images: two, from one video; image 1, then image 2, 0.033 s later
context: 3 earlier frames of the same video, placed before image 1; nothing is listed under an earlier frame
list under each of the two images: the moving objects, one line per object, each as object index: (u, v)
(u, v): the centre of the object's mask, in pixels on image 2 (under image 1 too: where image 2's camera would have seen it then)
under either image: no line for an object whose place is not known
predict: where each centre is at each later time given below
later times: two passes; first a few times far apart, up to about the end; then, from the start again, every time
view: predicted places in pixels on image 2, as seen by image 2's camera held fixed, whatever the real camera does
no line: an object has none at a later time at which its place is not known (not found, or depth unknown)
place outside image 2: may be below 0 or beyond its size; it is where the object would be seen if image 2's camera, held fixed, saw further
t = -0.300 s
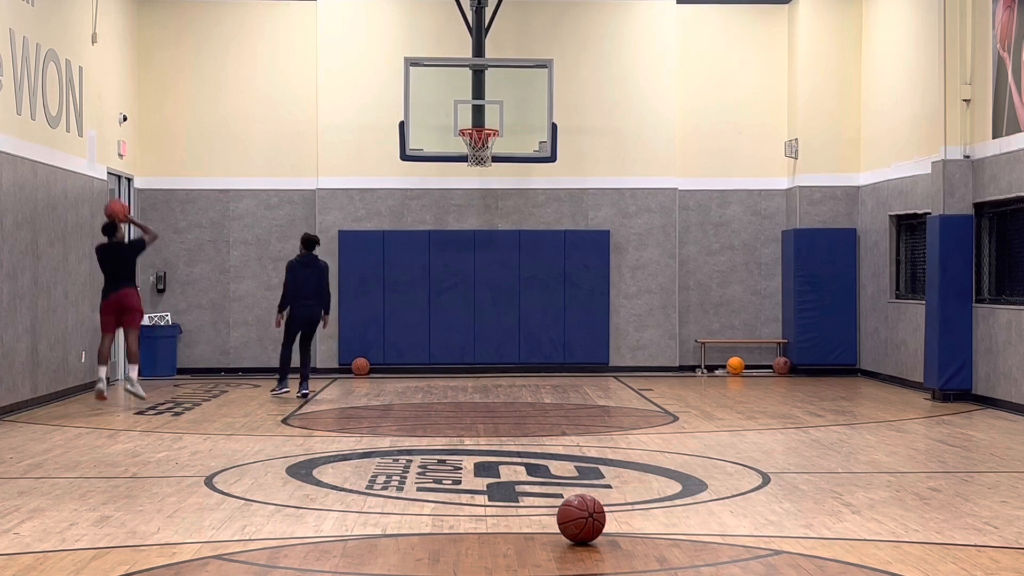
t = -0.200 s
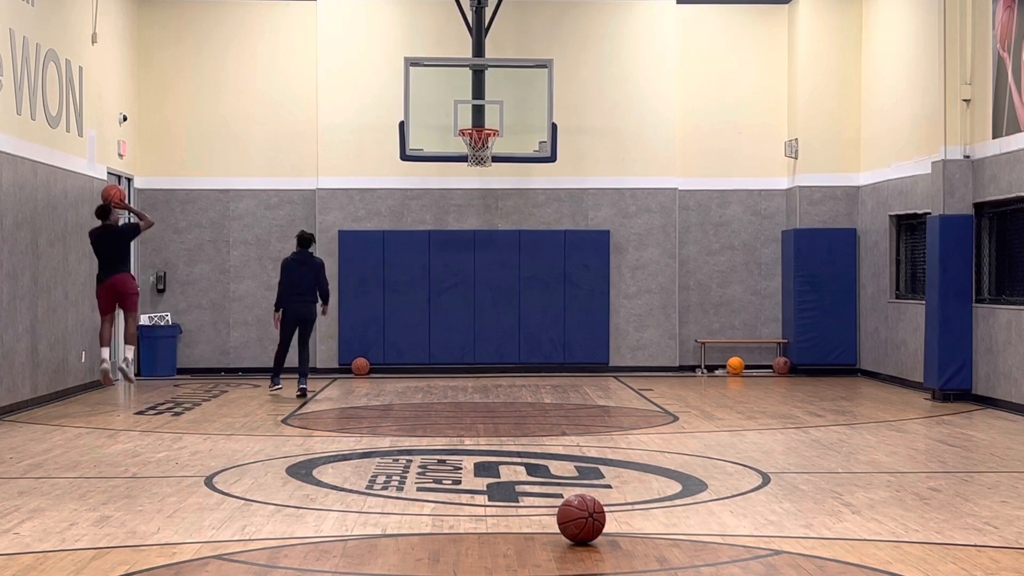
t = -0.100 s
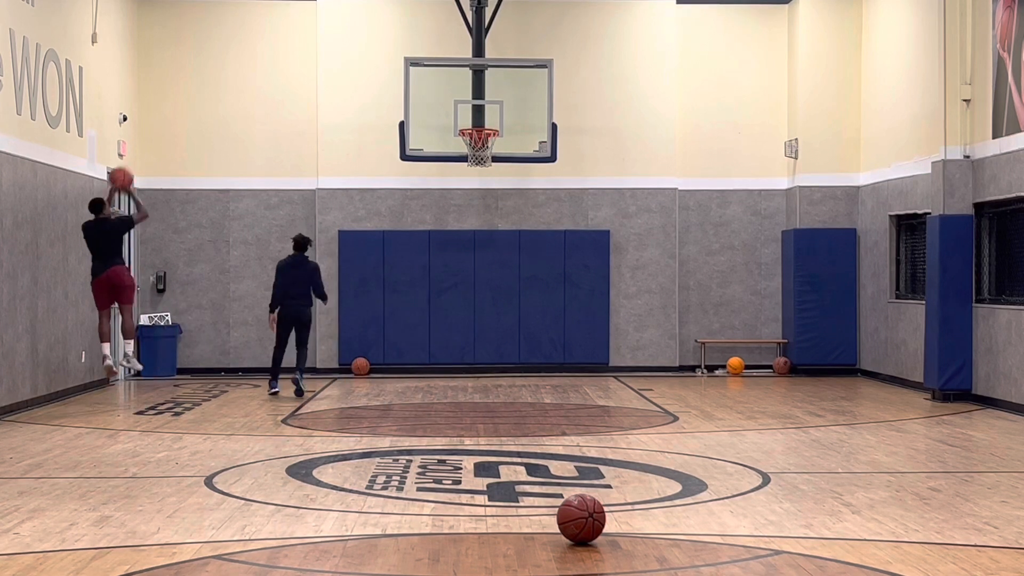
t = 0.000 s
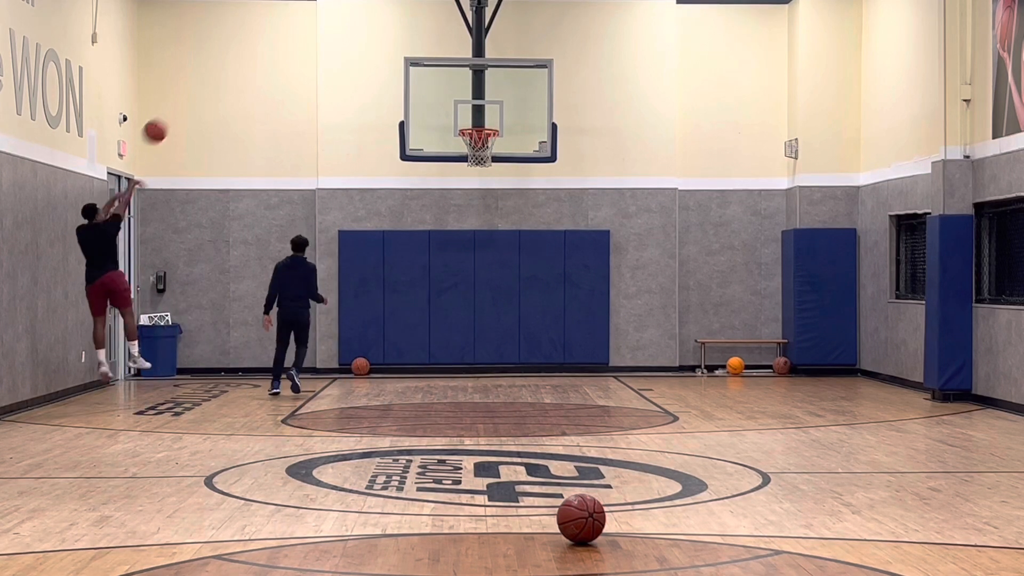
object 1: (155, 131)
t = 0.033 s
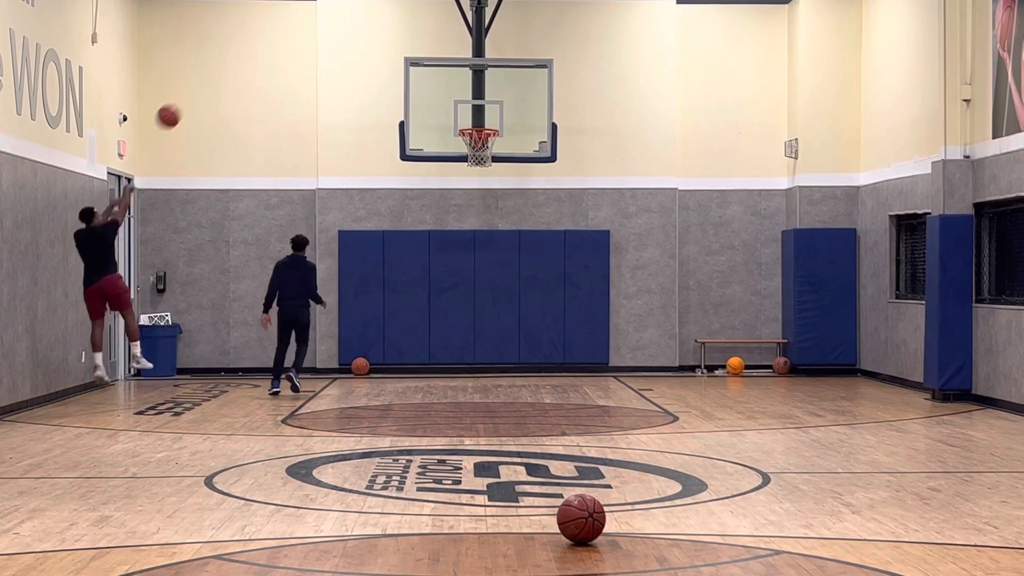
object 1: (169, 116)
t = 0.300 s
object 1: (270, 40)
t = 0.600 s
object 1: (372, 35)
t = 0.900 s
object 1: (463, 103)
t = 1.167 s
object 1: (509, 125)
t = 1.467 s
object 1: (536, 160)
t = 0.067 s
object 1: (182, 102)
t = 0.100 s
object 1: (195, 90)
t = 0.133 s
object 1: (208, 79)
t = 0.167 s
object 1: (221, 69)
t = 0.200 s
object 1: (233, 60)
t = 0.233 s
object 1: (246, 52)
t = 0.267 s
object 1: (258, 46)
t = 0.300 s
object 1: (270, 40)
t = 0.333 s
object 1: (282, 35)
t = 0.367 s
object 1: (293, 32)
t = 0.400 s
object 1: (305, 29)
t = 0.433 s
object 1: (316, 28)
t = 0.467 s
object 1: (328, 27)
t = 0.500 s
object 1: (339, 28)
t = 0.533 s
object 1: (351, 29)
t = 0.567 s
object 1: (362, 32)
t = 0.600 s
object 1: (372, 35)
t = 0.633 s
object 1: (383, 39)
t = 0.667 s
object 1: (393, 44)
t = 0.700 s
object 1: (404, 50)
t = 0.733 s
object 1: (415, 58)
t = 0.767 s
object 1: (425, 65)
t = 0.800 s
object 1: (434, 73)
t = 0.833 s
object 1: (444, 82)
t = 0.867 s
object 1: (454, 92)
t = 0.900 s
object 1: (463, 103)
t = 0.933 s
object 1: (474, 116)
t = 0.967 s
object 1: (480, 120)
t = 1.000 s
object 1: (484, 118)
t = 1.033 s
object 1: (490, 118)
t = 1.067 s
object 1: (495, 118)
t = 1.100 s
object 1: (499, 119)
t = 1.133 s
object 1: (504, 121)
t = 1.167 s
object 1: (509, 125)
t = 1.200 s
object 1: (514, 128)
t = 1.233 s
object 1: (517, 130)
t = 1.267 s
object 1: (519, 131)
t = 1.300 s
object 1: (522, 134)
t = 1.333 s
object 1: (525, 138)
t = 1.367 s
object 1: (528, 142)
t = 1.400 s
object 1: (530, 147)
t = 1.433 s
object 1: (533, 154)
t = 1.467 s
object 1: (536, 160)
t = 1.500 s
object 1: (539, 168)
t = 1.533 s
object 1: (542, 178)
